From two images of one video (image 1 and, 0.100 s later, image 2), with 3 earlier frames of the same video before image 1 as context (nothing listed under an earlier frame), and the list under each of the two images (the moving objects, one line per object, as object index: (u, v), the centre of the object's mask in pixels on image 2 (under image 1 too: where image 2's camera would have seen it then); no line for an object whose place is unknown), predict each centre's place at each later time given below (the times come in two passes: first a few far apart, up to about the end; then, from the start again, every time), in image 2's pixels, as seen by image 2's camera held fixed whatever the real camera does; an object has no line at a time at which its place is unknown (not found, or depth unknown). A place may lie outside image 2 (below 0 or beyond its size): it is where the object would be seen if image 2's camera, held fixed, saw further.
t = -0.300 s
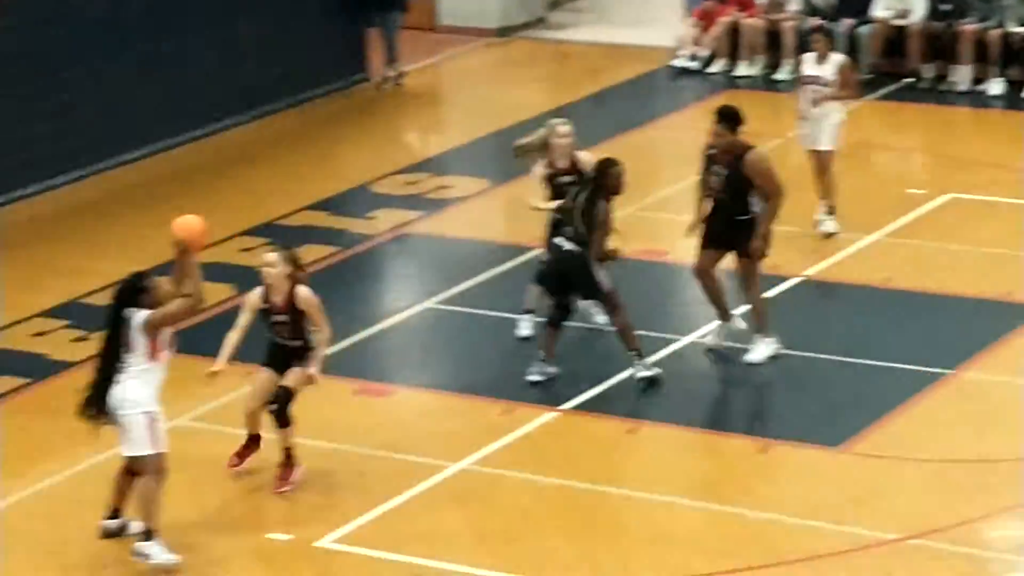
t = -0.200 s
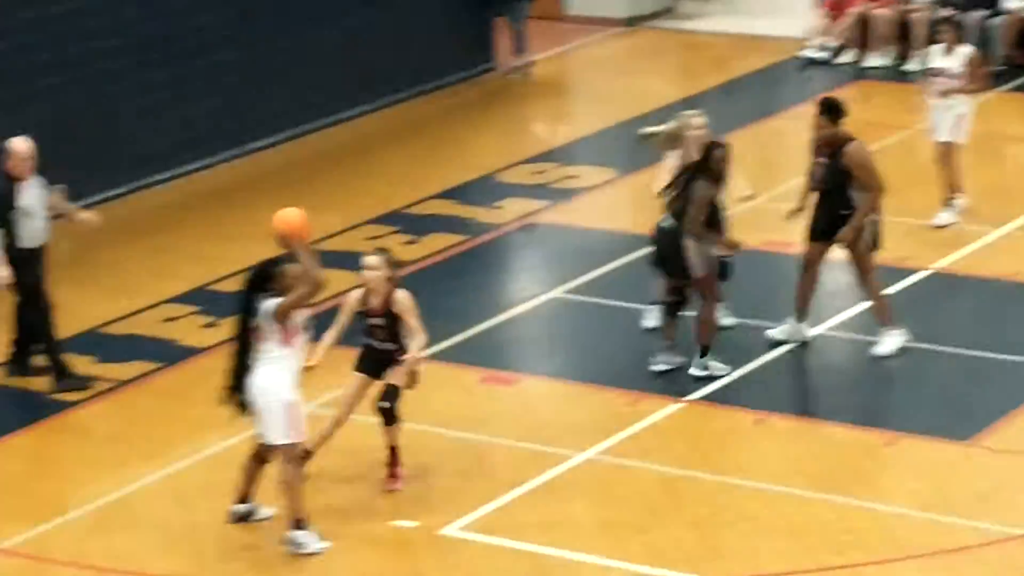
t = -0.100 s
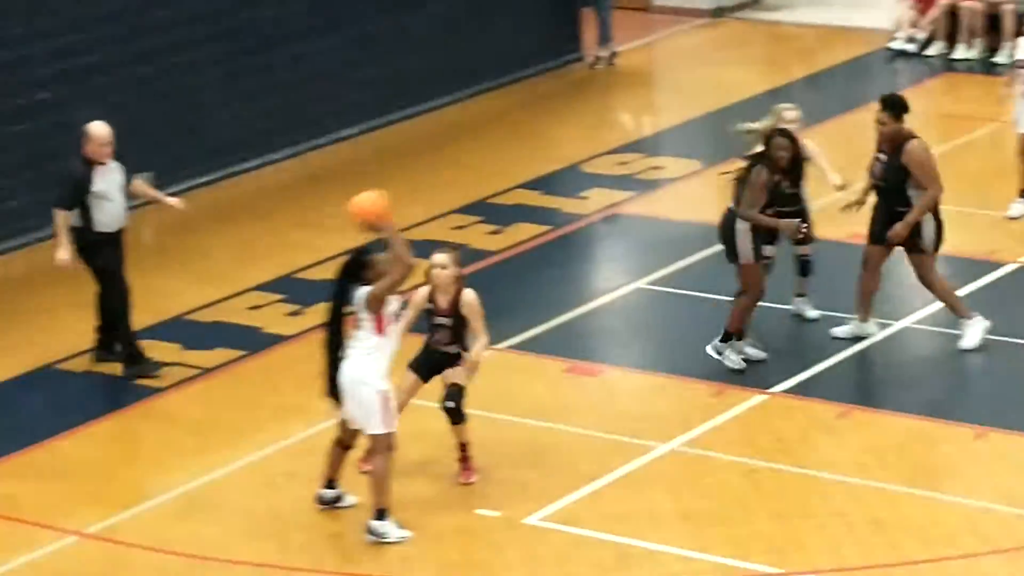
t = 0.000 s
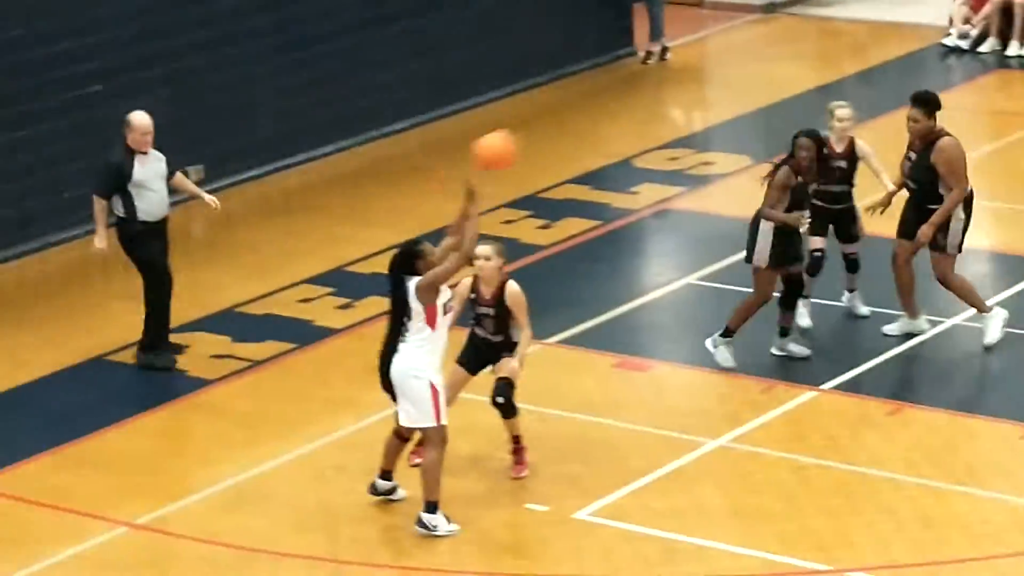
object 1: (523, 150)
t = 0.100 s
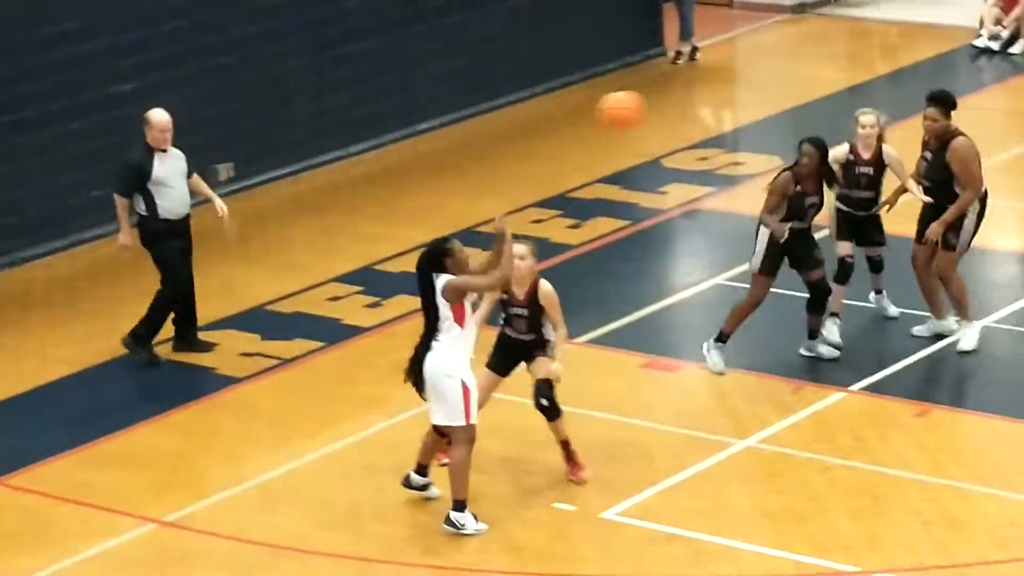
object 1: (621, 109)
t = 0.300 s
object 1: (809, 80)
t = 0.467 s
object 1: (961, 103)
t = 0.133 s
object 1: (652, 100)
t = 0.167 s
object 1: (684, 91)
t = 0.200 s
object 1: (716, 86)
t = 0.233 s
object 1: (749, 82)
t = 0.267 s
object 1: (779, 80)
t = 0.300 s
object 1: (809, 80)
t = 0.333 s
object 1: (841, 82)
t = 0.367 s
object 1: (872, 85)
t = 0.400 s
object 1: (902, 90)
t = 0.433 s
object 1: (932, 95)
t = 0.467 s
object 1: (961, 103)
